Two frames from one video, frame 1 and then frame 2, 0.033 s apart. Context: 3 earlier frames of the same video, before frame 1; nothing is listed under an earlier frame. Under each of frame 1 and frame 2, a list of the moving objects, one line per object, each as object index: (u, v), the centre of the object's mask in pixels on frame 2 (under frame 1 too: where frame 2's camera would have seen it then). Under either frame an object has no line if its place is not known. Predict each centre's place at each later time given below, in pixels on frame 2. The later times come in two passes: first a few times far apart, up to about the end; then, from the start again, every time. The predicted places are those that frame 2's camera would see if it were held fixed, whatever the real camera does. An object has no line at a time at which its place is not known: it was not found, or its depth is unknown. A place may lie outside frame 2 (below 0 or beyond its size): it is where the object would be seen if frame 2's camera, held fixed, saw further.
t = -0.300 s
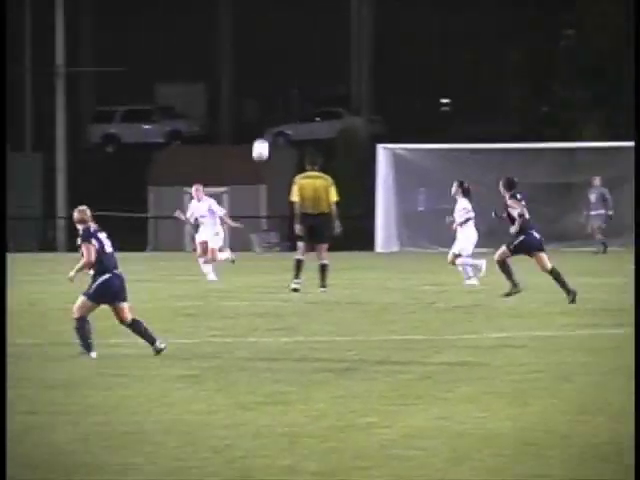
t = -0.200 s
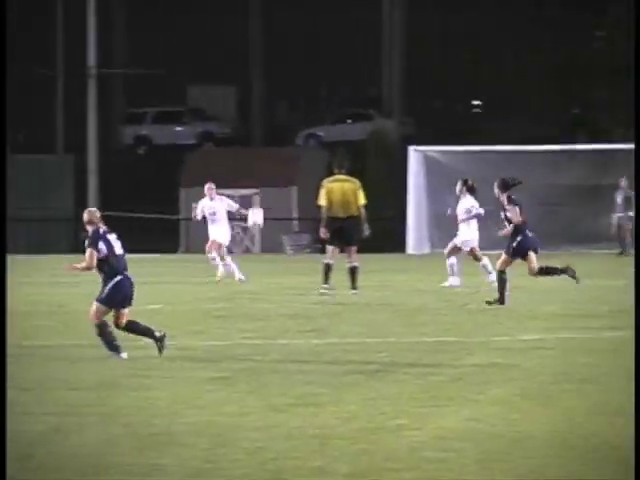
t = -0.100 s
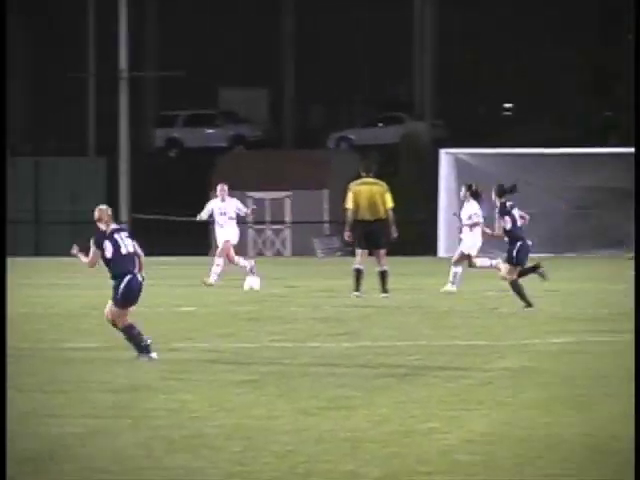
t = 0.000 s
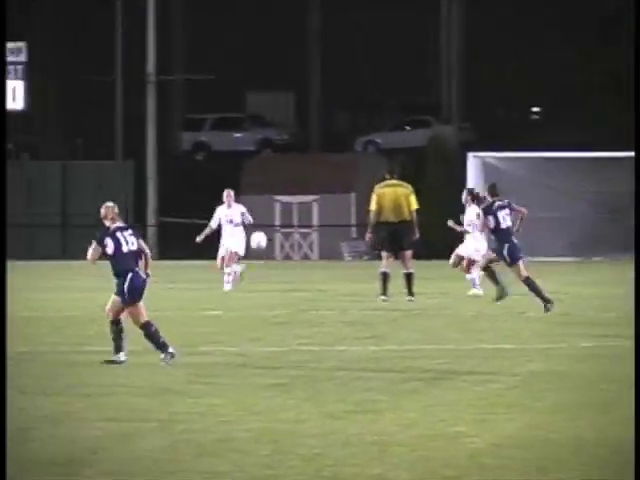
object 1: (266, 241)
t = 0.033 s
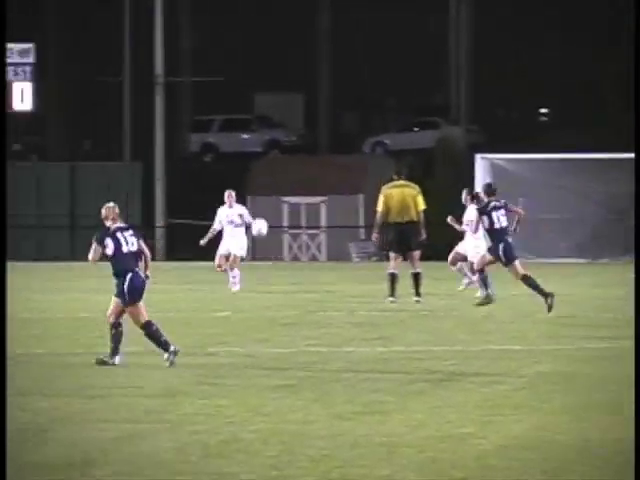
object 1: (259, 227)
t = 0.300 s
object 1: (204, 143)
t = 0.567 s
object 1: (148, 108)
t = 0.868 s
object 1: (86, 130)
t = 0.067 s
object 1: (253, 213)
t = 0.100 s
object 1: (245, 201)
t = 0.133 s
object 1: (239, 189)
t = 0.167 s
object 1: (232, 179)
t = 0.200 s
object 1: (225, 168)
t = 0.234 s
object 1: (217, 159)
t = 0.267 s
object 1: (210, 151)
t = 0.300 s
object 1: (204, 143)
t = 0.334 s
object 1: (197, 136)
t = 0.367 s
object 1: (190, 129)
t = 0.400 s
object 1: (183, 124)
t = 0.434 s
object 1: (176, 119)
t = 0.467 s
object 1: (169, 115)
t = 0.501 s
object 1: (162, 112)
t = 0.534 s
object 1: (155, 110)
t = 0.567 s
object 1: (148, 108)
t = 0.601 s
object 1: (141, 108)
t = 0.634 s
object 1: (134, 108)
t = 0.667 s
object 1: (127, 109)
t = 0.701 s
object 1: (121, 110)
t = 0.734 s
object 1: (114, 112)
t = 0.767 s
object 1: (106, 116)
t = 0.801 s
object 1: (99, 119)
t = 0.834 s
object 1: (92, 124)
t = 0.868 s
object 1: (86, 130)
